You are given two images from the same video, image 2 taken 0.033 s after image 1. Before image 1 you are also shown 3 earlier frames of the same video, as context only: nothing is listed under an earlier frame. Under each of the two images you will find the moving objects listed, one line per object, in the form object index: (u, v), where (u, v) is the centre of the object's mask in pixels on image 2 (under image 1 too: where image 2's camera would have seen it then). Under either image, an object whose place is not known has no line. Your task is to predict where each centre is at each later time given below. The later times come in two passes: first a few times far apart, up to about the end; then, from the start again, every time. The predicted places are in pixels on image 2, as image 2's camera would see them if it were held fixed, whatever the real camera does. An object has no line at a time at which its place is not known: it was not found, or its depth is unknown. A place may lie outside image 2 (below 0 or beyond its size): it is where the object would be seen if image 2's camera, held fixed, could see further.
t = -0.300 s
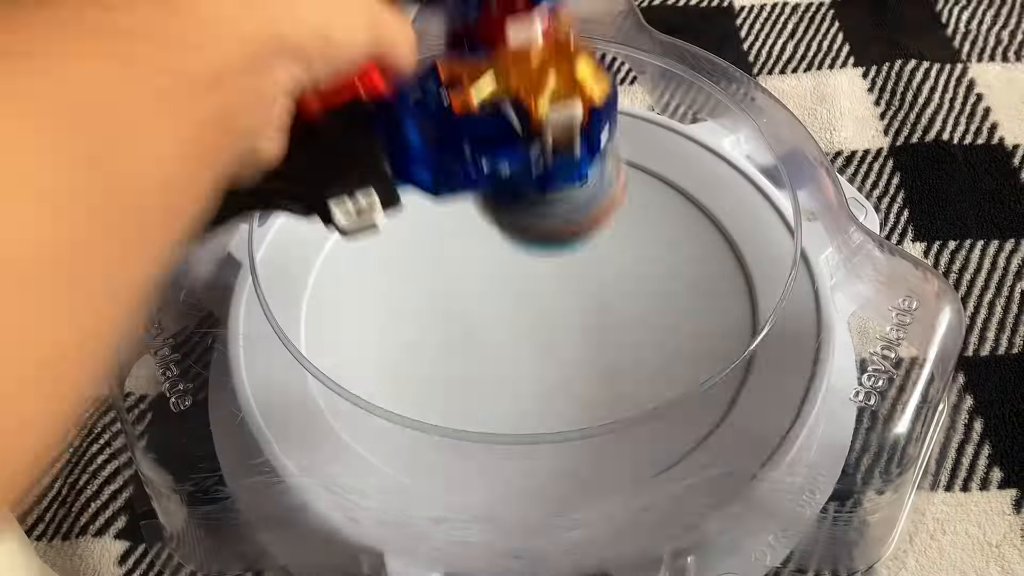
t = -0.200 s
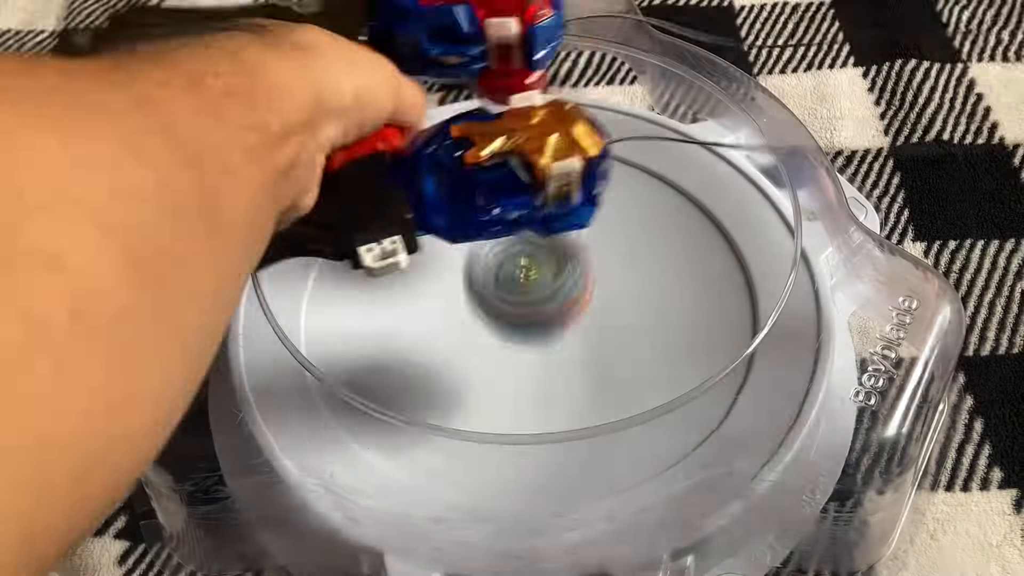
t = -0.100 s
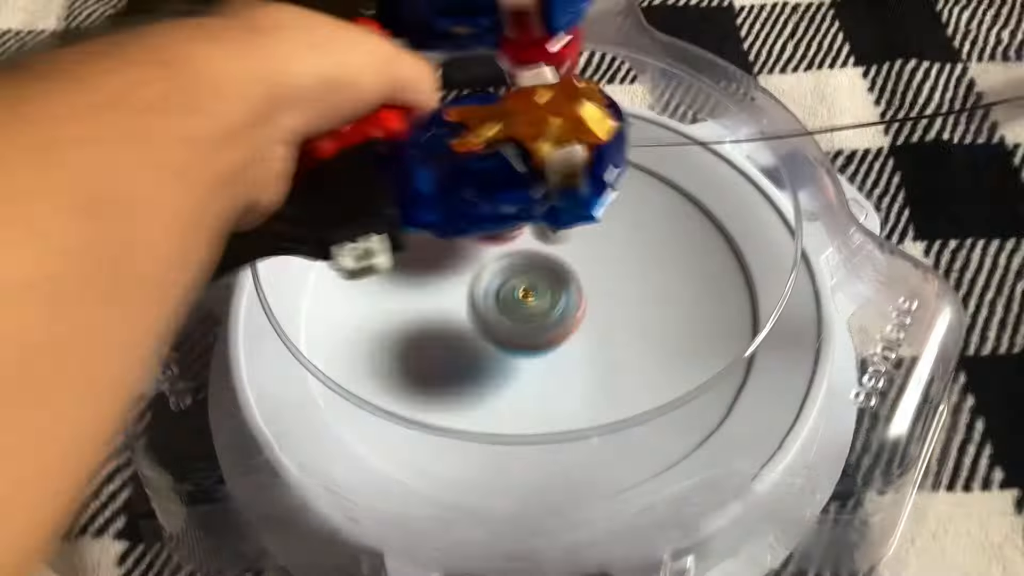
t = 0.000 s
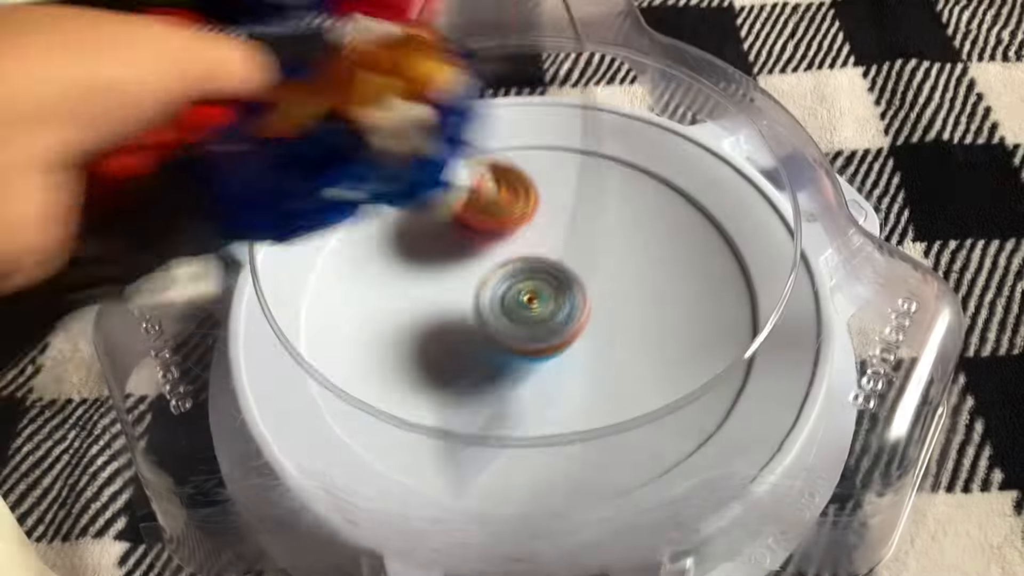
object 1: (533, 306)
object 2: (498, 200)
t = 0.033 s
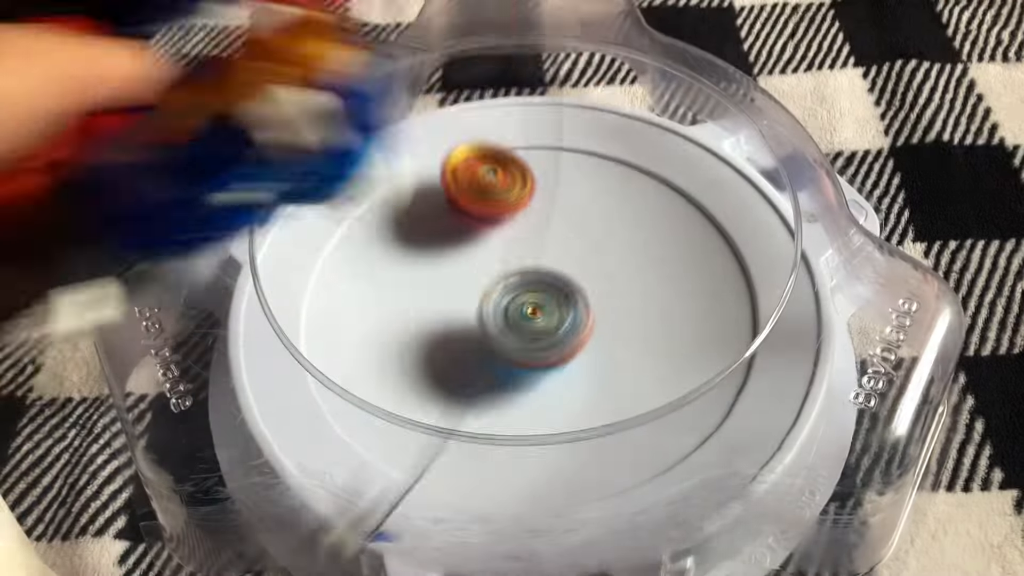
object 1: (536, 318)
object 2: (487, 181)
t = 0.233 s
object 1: (552, 341)
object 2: (465, 159)
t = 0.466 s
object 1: (547, 294)
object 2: (445, 242)
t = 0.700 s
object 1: (619, 302)
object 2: (378, 263)
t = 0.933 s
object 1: (699, 217)
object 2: (383, 359)
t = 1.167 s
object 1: (641, 221)
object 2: (501, 361)
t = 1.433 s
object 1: (464, 192)
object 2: (627, 336)
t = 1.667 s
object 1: (437, 295)
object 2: (550, 222)
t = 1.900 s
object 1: (553, 384)
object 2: (370, 173)
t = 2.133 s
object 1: (618, 313)
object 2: (372, 392)
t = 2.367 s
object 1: (549, 231)
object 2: (721, 385)
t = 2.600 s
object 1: (451, 274)
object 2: (539, 124)
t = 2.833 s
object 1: (482, 358)
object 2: (354, 399)
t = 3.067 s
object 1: (595, 341)
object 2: (750, 290)
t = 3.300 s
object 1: (561, 251)
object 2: (410, 155)
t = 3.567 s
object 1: (450, 250)
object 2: (527, 470)
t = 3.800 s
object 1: (458, 341)
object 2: (679, 173)
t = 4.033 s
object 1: (592, 328)
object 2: (329, 214)
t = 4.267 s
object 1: (595, 237)
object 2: (571, 461)
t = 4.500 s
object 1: (482, 247)
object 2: (678, 169)
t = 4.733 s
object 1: (469, 332)
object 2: (353, 181)
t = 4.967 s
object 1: (601, 333)
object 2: (510, 460)
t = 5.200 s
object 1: (607, 241)
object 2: (725, 225)
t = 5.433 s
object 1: (346, 236)
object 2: (477, 153)
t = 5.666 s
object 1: (282, 423)
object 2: (459, 277)
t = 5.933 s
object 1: (540, 324)
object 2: (733, 301)
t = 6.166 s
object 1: (629, 145)
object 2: (652, 264)
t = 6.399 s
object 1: (495, 105)
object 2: (491, 305)
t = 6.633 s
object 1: (289, 258)
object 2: (428, 370)
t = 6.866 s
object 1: (268, 437)
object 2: (500, 393)
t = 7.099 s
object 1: (369, 325)
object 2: (567, 346)
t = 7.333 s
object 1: (518, 212)
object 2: (554, 332)
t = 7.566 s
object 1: (567, 197)
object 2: (510, 378)
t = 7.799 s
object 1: (549, 229)
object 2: (542, 392)
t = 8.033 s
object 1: (523, 220)
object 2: (598, 441)
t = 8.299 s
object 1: (403, 218)
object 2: (660, 365)
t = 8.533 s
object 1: (415, 222)
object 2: (647, 327)
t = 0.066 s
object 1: (539, 329)
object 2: (484, 169)
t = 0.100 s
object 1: (542, 337)
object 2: (480, 160)
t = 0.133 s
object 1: (545, 341)
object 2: (476, 155)
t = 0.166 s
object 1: (549, 343)
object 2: (472, 154)
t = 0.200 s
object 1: (552, 343)
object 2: (469, 155)
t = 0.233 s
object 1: (552, 341)
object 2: (465, 159)
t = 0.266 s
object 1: (552, 335)
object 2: (462, 167)
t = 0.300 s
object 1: (550, 329)
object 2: (459, 177)
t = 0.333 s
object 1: (547, 323)
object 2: (456, 189)
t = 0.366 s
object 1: (545, 314)
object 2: (454, 203)
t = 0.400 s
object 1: (544, 306)
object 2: (452, 218)
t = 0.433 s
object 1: (543, 297)
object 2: (451, 233)
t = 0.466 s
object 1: (547, 294)
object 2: (445, 242)
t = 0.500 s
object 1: (565, 297)
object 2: (429, 241)
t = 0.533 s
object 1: (580, 301)
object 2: (415, 238)
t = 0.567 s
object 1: (593, 304)
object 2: (401, 235)
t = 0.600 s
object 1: (603, 306)
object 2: (389, 235)
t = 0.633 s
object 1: (611, 305)
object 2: (379, 239)
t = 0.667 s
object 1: (617, 304)
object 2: (374, 249)
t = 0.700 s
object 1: (619, 302)
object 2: (378, 263)
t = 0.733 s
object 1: (618, 297)
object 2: (390, 278)
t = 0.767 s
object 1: (613, 292)
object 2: (411, 293)
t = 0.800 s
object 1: (605, 286)
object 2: (439, 306)
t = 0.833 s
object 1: (593, 281)
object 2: (474, 315)
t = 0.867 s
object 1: (614, 265)
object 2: (462, 329)
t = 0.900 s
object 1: (662, 240)
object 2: (418, 347)
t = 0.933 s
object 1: (699, 217)
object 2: (383, 359)
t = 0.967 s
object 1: (733, 191)
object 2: (353, 371)
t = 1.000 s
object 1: (745, 175)
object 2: (336, 381)
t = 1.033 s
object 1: (733, 180)
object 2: (356, 381)
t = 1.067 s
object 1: (716, 189)
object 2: (384, 376)
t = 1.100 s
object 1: (695, 200)
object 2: (419, 376)
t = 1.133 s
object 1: (669, 210)
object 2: (459, 372)
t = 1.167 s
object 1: (641, 221)
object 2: (501, 361)
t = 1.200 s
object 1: (605, 234)
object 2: (542, 344)
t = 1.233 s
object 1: (577, 234)
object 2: (572, 332)
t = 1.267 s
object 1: (557, 217)
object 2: (588, 339)
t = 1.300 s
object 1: (537, 204)
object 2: (602, 346)
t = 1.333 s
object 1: (517, 195)
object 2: (613, 348)
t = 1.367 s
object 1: (498, 191)
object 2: (622, 346)
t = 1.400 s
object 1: (479, 190)
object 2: (626, 342)
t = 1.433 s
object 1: (464, 192)
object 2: (627, 336)
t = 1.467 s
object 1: (451, 200)
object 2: (625, 324)
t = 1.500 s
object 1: (441, 208)
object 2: (620, 312)
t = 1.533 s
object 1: (434, 223)
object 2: (612, 297)
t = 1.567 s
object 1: (430, 239)
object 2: (601, 280)
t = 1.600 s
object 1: (428, 256)
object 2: (587, 261)
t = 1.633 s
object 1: (431, 276)
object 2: (570, 241)
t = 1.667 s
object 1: (437, 295)
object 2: (550, 222)
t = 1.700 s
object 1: (447, 316)
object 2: (527, 205)
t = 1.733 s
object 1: (460, 336)
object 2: (502, 190)
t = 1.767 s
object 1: (476, 352)
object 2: (476, 179)
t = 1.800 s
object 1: (494, 365)
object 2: (448, 170)
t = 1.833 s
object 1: (514, 376)
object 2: (420, 166)
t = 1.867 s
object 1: (533, 381)
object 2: (392, 166)
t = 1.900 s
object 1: (553, 384)
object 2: (370, 173)
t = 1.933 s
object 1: (571, 382)
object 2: (358, 196)
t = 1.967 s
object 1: (586, 378)
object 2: (348, 222)
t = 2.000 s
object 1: (597, 369)
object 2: (339, 250)
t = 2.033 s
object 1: (607, 359)
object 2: (332, 282)
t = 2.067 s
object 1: (614, 345)
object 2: (334, 318)
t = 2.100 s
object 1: (618, 329)
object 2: (345, 355)
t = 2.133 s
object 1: (618, 313)
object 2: (372, 392)
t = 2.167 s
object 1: (615, 296)
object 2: (408, 424)
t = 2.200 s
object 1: (609, 279)
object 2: (456, 448)
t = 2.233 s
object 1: (602, 264)
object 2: (510, 462)
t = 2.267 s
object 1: (592, 251)
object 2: (571, 466)
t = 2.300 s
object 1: (580, 242)
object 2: (628, 453)
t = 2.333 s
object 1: (566, 236)
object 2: (677, 423)
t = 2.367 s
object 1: (549, 231)
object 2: (721, 385)
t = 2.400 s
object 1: (532, 230)
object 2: (751, 337)
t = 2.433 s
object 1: (515, 232)
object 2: (755, 284)
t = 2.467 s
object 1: (499, 236)
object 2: (741, 231)
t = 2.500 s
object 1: (484, 243)
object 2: (706, 186)
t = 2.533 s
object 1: (471, 253)
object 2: (661, 152)
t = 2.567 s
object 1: (460, 263)
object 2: (603, 130)
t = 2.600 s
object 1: (451, 274)
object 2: (539, 124)
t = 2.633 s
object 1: (446, 288)
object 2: (472, 133)
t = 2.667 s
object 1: (442, 300)
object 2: (413, 155)
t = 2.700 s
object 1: (443, 312)
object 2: (362, 192)
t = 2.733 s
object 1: (448, 324)
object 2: (327, 239)
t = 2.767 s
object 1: (456, 336)
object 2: (314, 294)
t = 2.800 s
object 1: (468, 348)
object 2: (321, 348)
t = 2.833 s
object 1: (482, 358)
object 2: (354, 399)
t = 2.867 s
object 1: (501, 365)
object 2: (404, 438)
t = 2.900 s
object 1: (522, 368)
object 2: (471, 462)
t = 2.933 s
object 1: (540, 367)
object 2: (555, 470)
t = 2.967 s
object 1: (558, 364)
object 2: (637, 449)
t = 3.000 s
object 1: (572, 359)
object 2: (701, 406)
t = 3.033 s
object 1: (585, 351)
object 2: (737, 350)
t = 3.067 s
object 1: (595, 341)
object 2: (750, 290)
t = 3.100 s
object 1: (602, 330)
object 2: (735, 234)
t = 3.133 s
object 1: (603, 318)
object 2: (699, 187)
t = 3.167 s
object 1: (601, 304)
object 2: (654, 154)
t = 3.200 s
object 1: (595, 290)
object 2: (596, 134)
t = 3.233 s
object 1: (587, 275)
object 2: (532, 126)
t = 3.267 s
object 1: (576, 263)
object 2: (469, 134)
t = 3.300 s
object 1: (561, 251)
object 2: (410, 155)
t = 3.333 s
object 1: (545, 242)
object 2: (360, 189)
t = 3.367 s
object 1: (529, 236)
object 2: (325, 230)
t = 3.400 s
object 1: (513, 232)
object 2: (309, 280)
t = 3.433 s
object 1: (499, 230)
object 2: (306, 331)
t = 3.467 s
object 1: (485, 232)
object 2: (330, 387)
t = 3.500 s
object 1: (472, 235)
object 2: (374, 430)
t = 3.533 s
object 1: (461, 242)
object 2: (443, 460)
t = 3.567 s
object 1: (450, 250)
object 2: (527, 470)
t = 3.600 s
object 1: (442, 260)
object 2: (612, 454)
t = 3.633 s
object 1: (435, 272)
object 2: (678, 419)
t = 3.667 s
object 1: (432, 286)
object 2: (722, 369)
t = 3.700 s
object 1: (432, 301)
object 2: (742, 311)
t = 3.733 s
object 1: (436, 316)
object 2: (739, 258)
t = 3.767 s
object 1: (444, 329)
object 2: (716, 212)
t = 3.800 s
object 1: (458, 341)
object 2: (679, 173)
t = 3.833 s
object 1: (474, 350)
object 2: (628, 144)
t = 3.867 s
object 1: (493, 356)
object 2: (573, 128)
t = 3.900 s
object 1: (515, 358)
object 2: (516, 124)
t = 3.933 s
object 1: (537, 356)
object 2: (461, 131)
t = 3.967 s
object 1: (559, 349)
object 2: (410, 149)
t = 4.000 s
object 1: (576, 340)
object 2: (367, 174)
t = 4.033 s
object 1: (592, 328)
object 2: (329, 214)
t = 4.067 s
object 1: (603, 314)
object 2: (306, 257)
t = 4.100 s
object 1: (610, 298)
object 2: (301, 304)
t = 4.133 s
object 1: (614, 282)
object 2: (313, 359)
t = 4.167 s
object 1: (614, 267)
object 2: (352, 410)
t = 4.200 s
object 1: (610, 254)
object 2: (412, 447)
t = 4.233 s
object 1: (604, 244)
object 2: (487, 466)
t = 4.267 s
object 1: (595, 237)
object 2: (571, 461)
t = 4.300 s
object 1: (583, 232)
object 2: (641, 436)
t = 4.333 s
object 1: (567, 227)
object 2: (696, 396)
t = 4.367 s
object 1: (550, 226)
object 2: (727, 350)
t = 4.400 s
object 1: (532, 227)
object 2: (741, 296)
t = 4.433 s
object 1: (514, 231)
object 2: (734, 245)
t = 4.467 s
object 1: (497, 238)
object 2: (711, 203)
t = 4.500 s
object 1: (482, 247)
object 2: (678, 169)
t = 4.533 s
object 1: (467, 258)
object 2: (637, 143)
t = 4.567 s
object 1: (458, 270)
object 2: (592, 127)
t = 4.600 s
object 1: (451, 283)
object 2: (542, 119)
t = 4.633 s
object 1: (450, 296)
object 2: (491, 120)
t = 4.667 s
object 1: (452, 309)
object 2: (443, 130)
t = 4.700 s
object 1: (459, 320)
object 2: (396, 152)
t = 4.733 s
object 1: (469, 332)
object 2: (353, 181)
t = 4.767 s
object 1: (485, 340)
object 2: (321, 224)
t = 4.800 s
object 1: (503, 346)
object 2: (305, 276)
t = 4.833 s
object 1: (523, 350)
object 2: (306, 324)
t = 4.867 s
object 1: (544, 351)
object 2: (332, 380)
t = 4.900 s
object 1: (565, 347)
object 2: (375, 420)
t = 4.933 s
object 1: (585, 341)
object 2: (439, 448)
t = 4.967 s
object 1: (601, 333)
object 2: (510, 460)
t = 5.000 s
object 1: (614, 323)
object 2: (582, 456)
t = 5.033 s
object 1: (624, 311)
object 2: (647, 428)
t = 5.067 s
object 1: (630, 298)
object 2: (700, 391)
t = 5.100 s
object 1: (633, 284)
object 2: (730, 348)
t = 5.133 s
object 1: (633, 269)
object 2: (745, 302)
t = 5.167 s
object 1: (627, 256)
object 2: (742, 259)
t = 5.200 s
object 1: (607, 241)
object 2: (725, 225)
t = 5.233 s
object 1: (584, 228)
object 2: (693, 195)
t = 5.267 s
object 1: (558, 219)
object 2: (655, 171)
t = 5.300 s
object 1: (514, 219)
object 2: (630, 143)
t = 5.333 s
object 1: (467, 221)
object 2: (600, 133)
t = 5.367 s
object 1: (419, 225)
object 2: (561, 137)
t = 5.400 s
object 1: (378, 231)
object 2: (521, 142)
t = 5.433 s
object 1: (346, 236)
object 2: (477, 153)
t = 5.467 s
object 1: (316, 247)
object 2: (437, 169)
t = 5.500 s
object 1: (307, 259)
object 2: (401, 194)
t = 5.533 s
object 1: (306, 283)
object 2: (384, 215)
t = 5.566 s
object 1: (284, 318)
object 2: (392, 225)
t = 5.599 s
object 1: (275, 363)
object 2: (408, 240)
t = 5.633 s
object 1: (271, 398)
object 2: (430, 258)
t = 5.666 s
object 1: (282, 423)
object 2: (459, 277)
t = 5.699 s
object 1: (307, 447)
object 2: (495, 296)
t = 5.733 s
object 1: (338, 442)
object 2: (534, 309)
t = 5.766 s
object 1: (373, 424)
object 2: (574, 319)
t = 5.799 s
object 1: (410, 410)
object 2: (615, 325)
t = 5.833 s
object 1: (443, 390)
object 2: (654, 326)
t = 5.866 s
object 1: (480, 370)
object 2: (688, 322)
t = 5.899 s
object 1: (509, 349)
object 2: (715, 313)
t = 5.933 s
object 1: (540, 324)
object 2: (733, 301)
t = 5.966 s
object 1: (567, 297)
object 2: (756, 292)
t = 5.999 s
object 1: (591, 272)
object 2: (747, 279)
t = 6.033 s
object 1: (610, 246)
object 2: (733, 274)
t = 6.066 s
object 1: (623, 219)
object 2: (715, 266)
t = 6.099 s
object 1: (632, 194)
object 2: (695, 260)
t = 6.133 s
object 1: (633, 169)
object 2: (675, 262)
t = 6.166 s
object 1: (629, 145)
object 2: (652, 264)
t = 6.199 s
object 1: (618, 130)
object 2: (628, 266)
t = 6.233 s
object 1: (605, 118)
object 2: (604, 270)
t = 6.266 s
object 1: (589, 109)
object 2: (580, 275)
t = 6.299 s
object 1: (568, 102)
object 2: (556, 281)
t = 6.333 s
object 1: (545, 100)
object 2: (533, 288)
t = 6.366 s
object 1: (521, 100)
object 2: (511, 296)
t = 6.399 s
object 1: (495, 105)
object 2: (491, 305)
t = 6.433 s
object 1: (465, 113)
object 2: (474, 314)
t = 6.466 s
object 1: (435, 128)
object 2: (458, 323)
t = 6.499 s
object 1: (406, 144)
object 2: (445, 333)
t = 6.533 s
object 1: (372, 166)
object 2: (436, 343)
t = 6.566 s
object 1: (343, 191)
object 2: (430, 352)
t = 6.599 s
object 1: (312, 225)
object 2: (427, 361)
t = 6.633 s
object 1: (289, 258)
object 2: (428, 370)
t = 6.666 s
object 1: (268, 294)
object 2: (432, 377)
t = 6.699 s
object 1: (258, 330)
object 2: (440, 383)
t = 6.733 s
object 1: (253, 371)
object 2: (449, 386)
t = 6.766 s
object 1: (252, 412)
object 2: (461, 390)
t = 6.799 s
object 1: (261, 444)
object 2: (473, 393)
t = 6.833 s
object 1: (276, 455)
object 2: (486, 396)
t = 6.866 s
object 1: (268, 437)
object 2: (500, 393)
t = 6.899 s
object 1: (266, 419)
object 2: (515, 390)
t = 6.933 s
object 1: (272, 402)
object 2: (530, 385)
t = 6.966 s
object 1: (282, 385)
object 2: (542, 379)
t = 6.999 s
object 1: (300, 368)
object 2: (553, 371)
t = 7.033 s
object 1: (318, 353)
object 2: (561, 362)
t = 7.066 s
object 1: (345, 339)
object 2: (566, 354)
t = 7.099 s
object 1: (369, 325)
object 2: (567, 346)
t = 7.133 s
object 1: (400, 310)
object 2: (565, 338)
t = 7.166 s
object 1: (430, 295)
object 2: (559, 331)
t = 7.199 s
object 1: (456, 279)
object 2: (556, 326)
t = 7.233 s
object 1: (471, 258)
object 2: (562, 327)
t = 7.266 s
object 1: (487, 240)
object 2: (564, 328)
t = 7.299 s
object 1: (503, 225)
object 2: (561, 329)
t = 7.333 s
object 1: (518, 212)
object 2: (554, 332)
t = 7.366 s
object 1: (531, 201)
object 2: (544, 337)
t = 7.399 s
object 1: (543, 194)
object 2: (533, 341)
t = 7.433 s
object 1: (552, 189)
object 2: (523, 348)
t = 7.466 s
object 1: (560, 187)
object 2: (514, 356)
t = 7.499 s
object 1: (565, 187)
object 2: (509, 364)
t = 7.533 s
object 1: (567, 191)
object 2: (508, 372)
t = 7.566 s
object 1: (567, 197)
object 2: (510, 378)
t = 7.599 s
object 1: (566, 206)
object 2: (518, 383)
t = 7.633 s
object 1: (564, 218)
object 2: (531, 383)
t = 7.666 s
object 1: (560, 231)
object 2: (544, 377)
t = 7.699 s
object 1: (555, 246)
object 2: (553, 365)
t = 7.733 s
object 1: (551, 259)
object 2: (555, 355)
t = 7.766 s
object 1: (550, 244)
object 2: (548, 375)
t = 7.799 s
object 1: (549, 229)
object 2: (542, 392)
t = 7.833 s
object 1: (545, 215)
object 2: (539, 402)
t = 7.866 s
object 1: (544, 208)
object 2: (540, 427)
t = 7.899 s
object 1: (542, 204)
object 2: (544, 440)
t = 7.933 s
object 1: (540, 203)
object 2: (553, 448)
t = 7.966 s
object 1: (535, 206)
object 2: (565, 452)
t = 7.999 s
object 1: (530, 212)
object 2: (581, 451)
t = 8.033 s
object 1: (523, 220)
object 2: (598, 441)
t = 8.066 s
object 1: (516, 232)
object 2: (610, 427)
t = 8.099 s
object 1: (509, 243)
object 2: (611, 396)
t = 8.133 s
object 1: (502, 255)
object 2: (612, 380)
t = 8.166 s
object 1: (497, 269)
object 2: (603, 357)
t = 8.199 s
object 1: (493, 284)
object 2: (587, 334)
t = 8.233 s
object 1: (464, 269)
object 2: (606, 341)
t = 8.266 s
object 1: (433, 242)
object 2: (636, 358)
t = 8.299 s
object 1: (403, 218)
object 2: (660, 365)
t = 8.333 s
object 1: (381, 197)
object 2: (690, 376)
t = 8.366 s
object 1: (368, 180)
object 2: (712, 381)
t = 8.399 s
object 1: (371, 180)
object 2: (706, 371)
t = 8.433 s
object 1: (379, 188)
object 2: (690, 354)
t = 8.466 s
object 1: (389, 198)
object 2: (681, 348)
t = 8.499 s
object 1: (401, 210)
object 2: (665, 338)
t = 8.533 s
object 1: (415, 222)
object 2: (647, 327)
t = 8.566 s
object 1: (429, 235)
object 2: (627, 318)
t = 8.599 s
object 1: (445, 250)
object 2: (607, 310)
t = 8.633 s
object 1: (461, 263)
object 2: (585, 304)
